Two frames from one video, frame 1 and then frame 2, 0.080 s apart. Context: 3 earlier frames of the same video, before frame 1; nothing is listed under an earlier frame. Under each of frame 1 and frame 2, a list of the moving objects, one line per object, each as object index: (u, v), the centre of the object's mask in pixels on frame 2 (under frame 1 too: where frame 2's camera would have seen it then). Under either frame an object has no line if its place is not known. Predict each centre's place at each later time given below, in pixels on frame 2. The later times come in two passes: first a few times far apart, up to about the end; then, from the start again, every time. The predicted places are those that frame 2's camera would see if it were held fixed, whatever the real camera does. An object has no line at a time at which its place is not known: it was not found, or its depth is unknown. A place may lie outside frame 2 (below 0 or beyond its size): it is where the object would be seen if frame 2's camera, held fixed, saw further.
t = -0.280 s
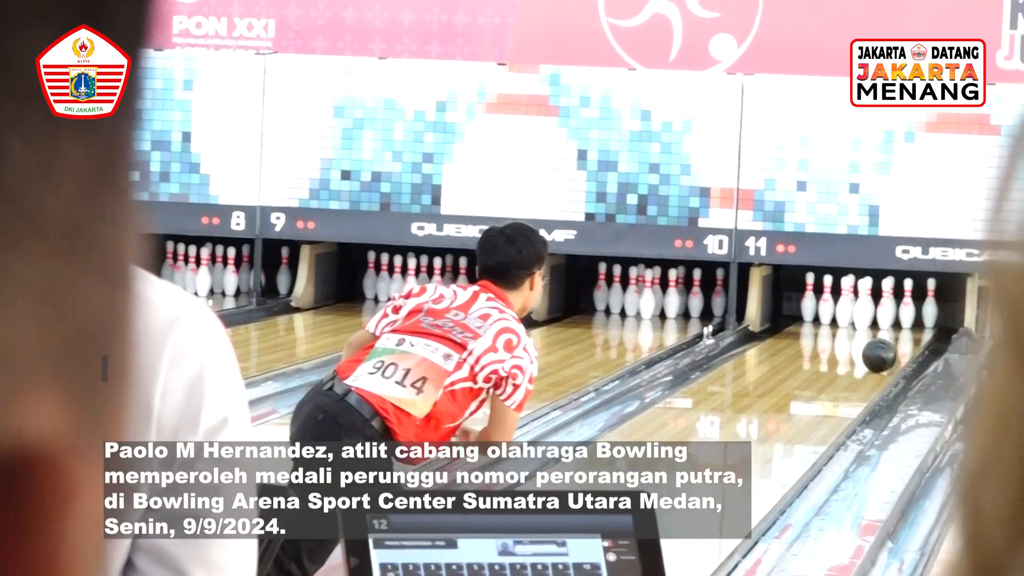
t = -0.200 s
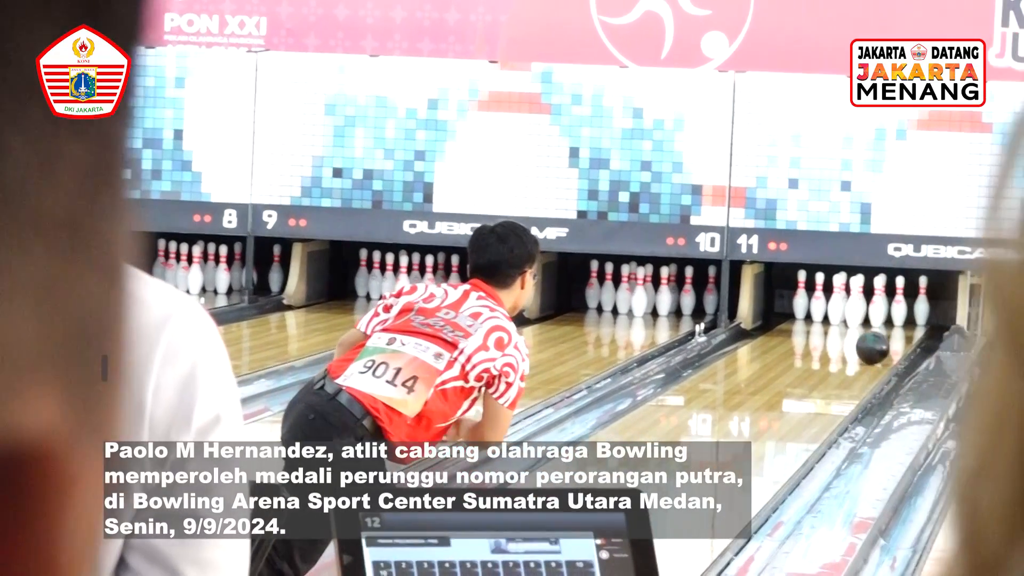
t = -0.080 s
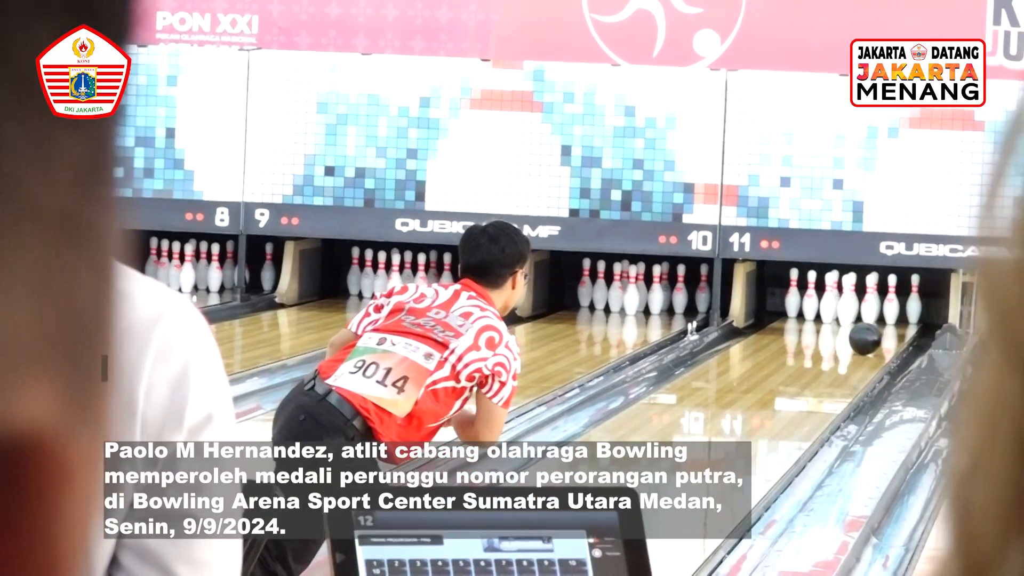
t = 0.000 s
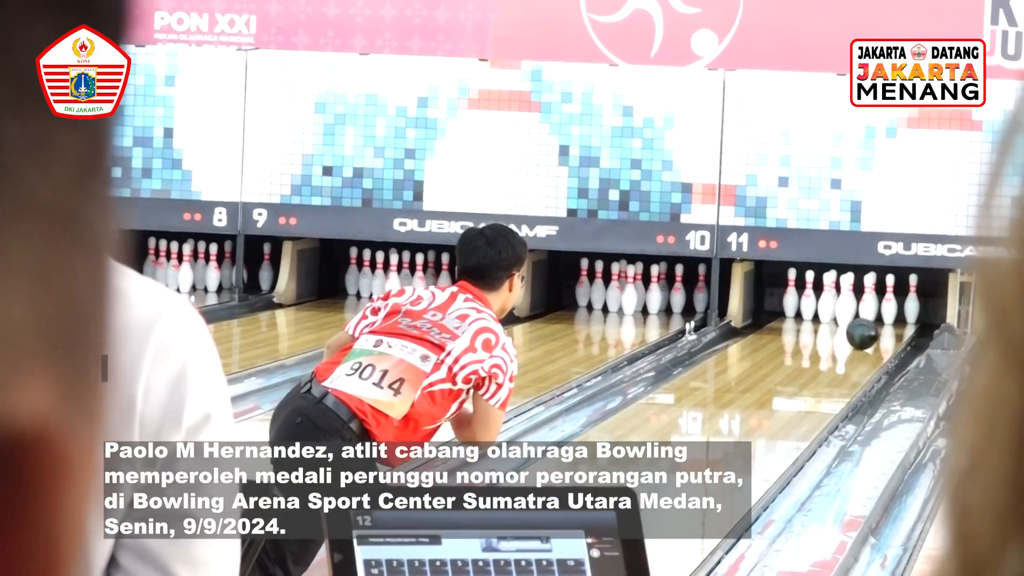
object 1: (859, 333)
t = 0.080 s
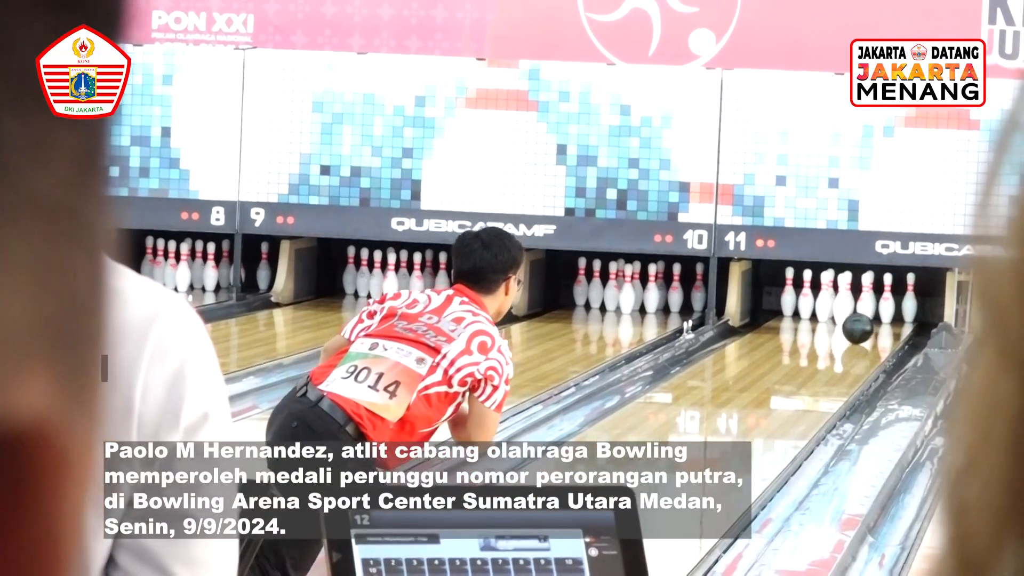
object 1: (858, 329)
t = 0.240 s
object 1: (852, 320)
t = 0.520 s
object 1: (841, 307)
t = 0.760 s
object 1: (825, 305)
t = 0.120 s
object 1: (856, 326)
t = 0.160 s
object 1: (855, 324)
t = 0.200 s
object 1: (853, 322)
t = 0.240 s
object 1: (852, 320)
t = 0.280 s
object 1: (850, 318)
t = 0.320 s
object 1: (848, 316)
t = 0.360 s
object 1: (847, 314)
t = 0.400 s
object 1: (845, 312)
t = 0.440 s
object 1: (846, 311)
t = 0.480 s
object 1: (846, 309)
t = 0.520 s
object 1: (841, 307)
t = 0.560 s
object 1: (838, 306)
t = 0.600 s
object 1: (833, 305)
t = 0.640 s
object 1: (829, 304)
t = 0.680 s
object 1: (827, 304)
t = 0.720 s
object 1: (826, 304)
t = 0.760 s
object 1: (825, 305)
